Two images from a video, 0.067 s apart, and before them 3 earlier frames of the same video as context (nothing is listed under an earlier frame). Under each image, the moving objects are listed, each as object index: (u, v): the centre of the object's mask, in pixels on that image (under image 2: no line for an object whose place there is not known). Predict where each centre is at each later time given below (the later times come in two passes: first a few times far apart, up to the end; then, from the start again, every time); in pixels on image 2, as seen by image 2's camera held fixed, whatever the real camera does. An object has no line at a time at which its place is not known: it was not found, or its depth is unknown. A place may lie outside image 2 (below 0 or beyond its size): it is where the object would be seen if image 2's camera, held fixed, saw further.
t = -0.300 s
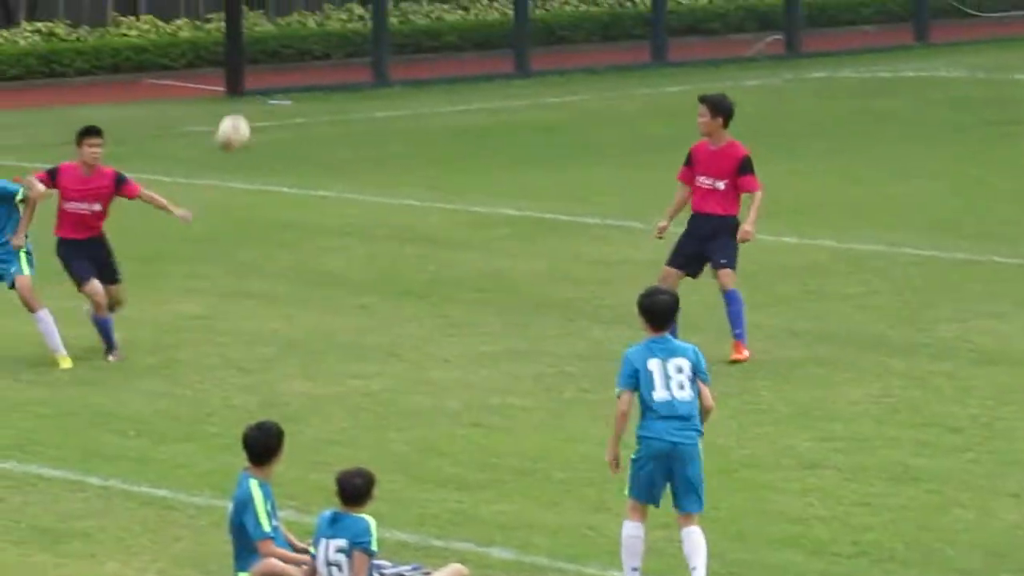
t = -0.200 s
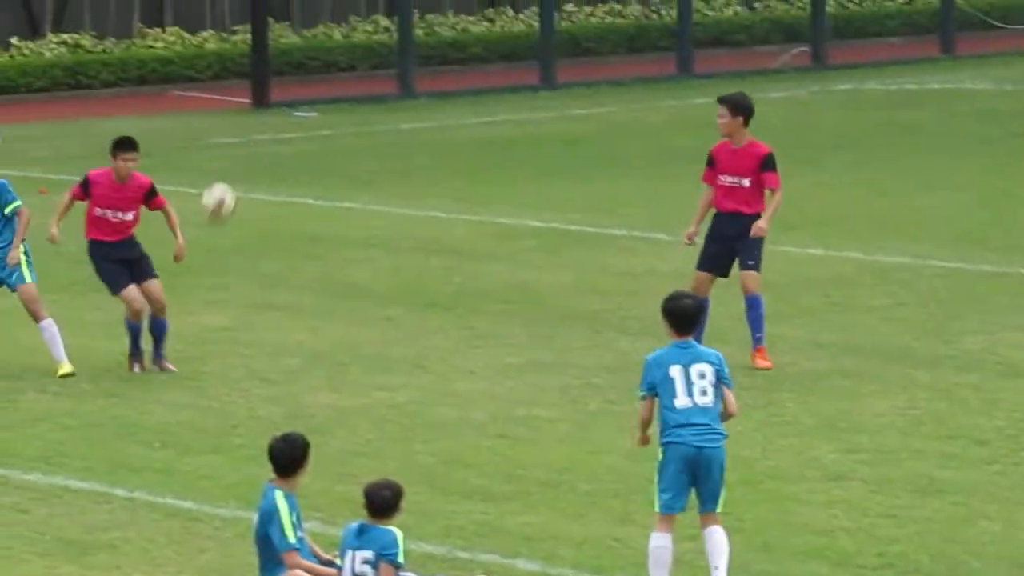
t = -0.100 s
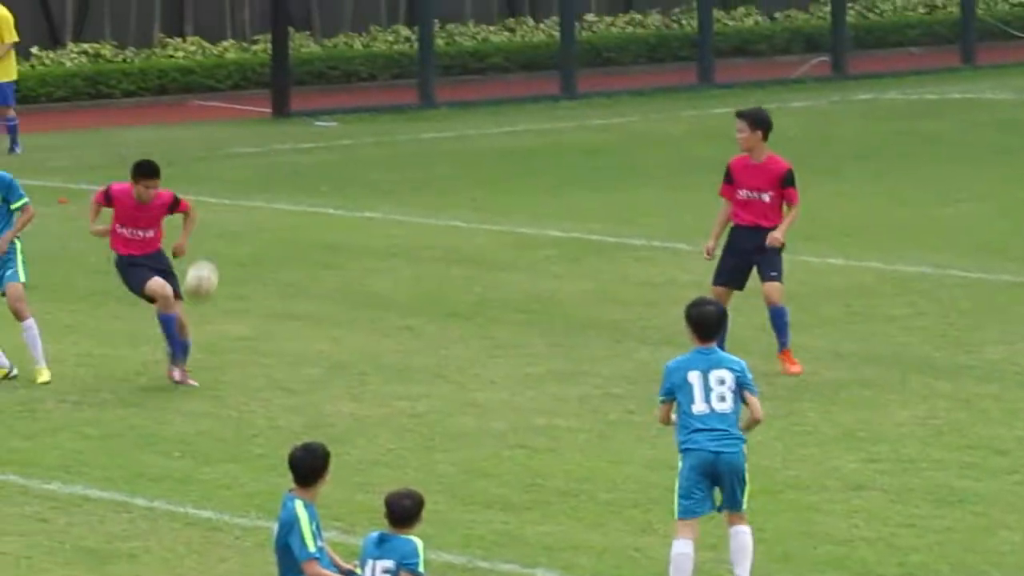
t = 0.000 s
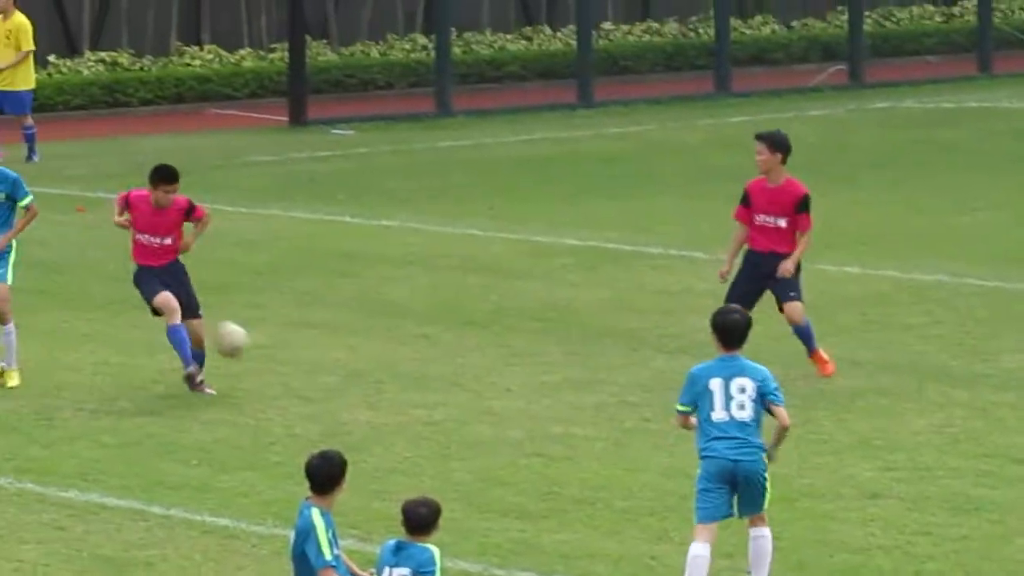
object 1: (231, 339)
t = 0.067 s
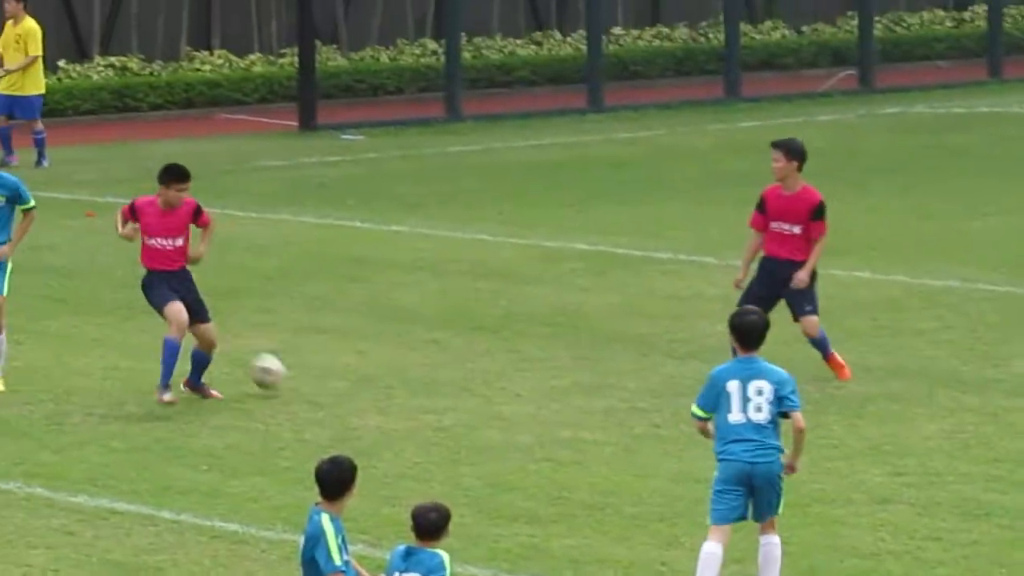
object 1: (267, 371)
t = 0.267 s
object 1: (347, 319)
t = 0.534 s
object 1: (445, 309)
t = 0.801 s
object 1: (536, 323)
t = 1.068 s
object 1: (618, 319)
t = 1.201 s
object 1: (657, 313)
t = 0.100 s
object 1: (282, 380)
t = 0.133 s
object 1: (296, 364)
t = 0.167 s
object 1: (308, 351)
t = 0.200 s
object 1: (322, 339)
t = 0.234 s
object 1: (333, 328)
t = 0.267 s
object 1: (347, 319)
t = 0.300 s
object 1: (359, 312)
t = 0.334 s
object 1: (372, 307)
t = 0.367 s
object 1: (384, 303)
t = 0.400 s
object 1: (396, 301)
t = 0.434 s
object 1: (409, 301)
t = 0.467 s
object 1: (422, 302)
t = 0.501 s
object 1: (433, 305)
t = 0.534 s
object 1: (445, 309)
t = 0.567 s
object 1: (458, 315)
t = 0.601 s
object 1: (469, 323)
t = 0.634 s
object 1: (482, 333)
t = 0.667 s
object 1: (493, 344)
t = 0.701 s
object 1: (505, 349)
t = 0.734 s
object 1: (515, 339)
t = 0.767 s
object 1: (526, 330)
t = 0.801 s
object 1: (536, 323)
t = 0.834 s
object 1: (546, 316)
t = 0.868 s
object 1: (557, 312)
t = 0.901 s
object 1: (567, 309)
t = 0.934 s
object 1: (578, 308)
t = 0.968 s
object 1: (587, 309)
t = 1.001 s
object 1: (598, 310)
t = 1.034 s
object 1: (608, 314)
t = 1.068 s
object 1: (618, 319)
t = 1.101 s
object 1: (628, 326)
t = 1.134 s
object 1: (638, 328)
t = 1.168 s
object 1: (647, 320)
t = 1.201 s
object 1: (657, 313)
